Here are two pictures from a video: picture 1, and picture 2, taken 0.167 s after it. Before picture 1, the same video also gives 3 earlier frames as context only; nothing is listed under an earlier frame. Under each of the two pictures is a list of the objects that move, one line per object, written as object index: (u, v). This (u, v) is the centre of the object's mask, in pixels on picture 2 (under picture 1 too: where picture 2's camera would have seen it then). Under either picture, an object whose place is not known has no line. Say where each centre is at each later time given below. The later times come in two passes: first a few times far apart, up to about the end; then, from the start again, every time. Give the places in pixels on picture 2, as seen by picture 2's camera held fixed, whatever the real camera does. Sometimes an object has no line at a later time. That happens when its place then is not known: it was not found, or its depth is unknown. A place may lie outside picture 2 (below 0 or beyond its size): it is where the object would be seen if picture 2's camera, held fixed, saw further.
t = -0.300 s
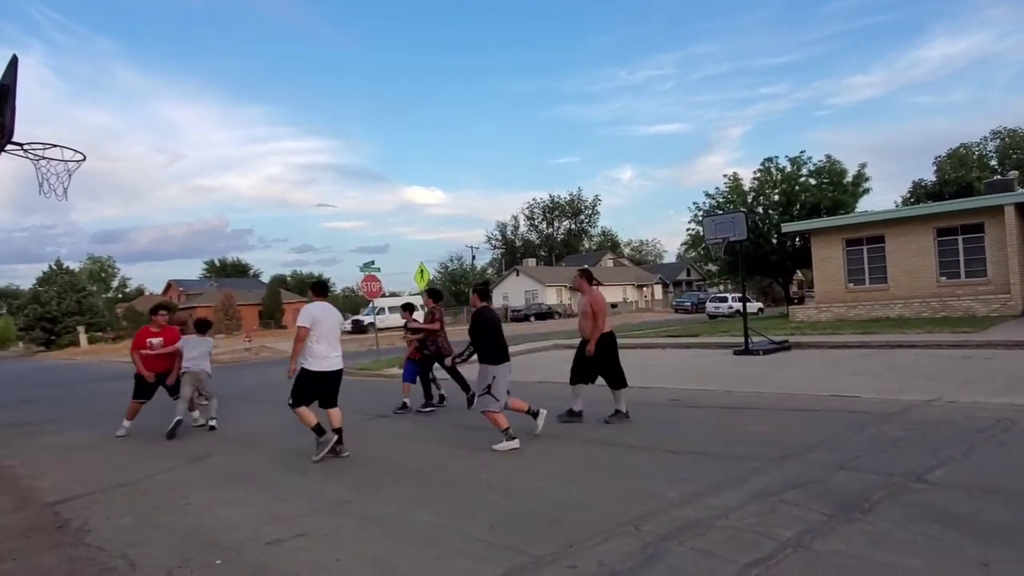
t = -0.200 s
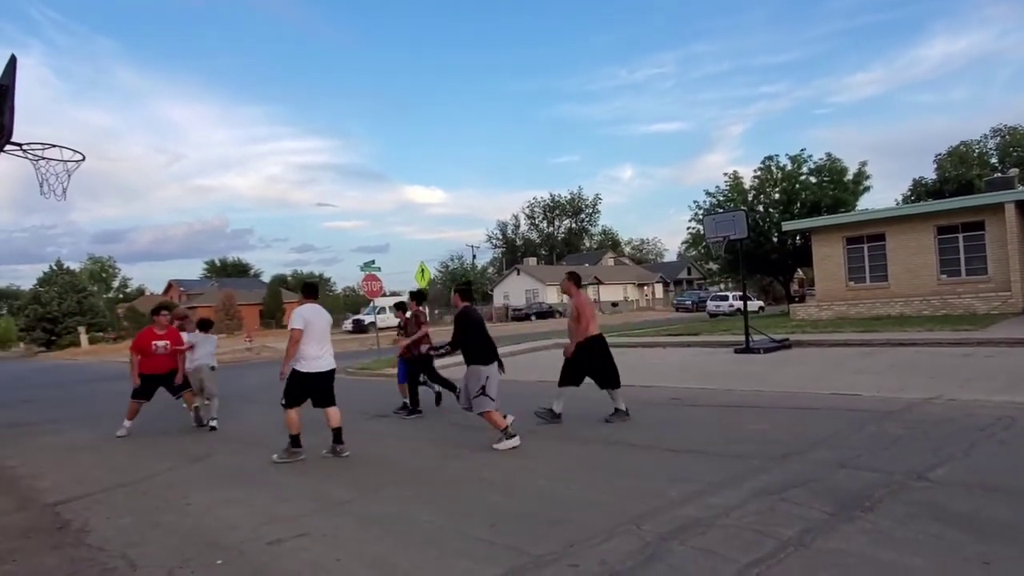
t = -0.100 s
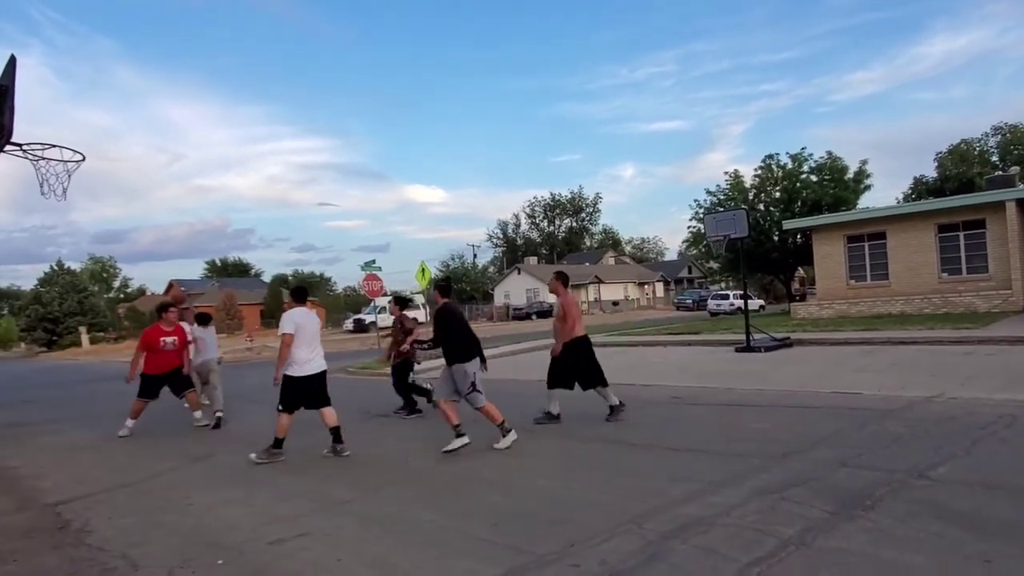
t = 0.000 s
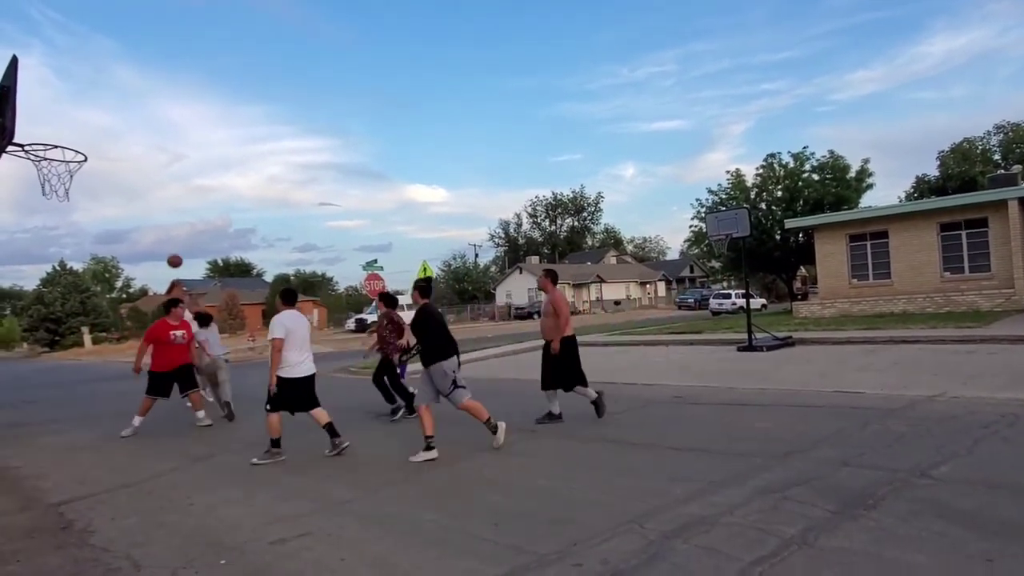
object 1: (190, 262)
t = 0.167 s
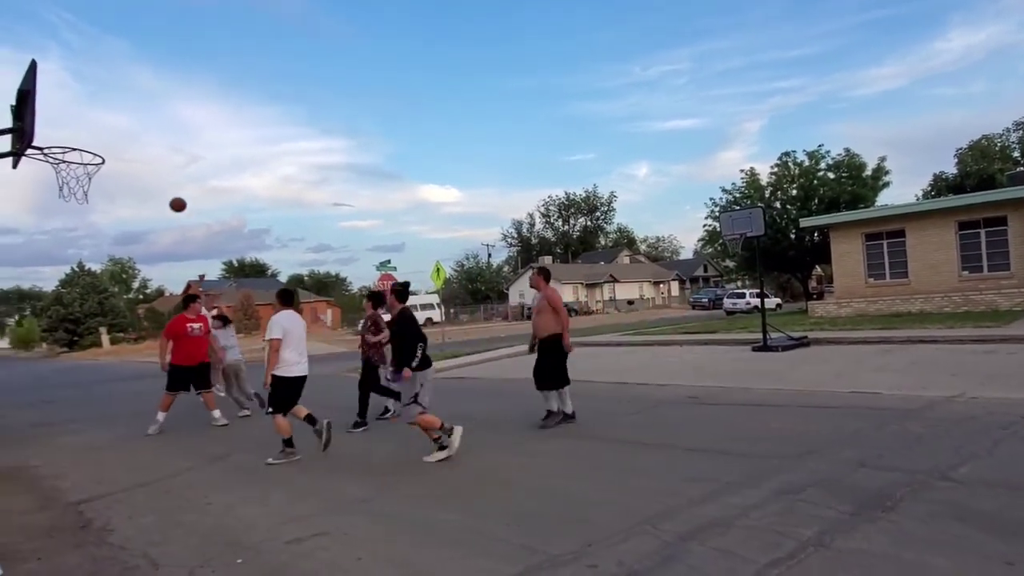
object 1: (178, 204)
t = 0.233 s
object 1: (172, 184)
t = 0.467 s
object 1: (155, 129)
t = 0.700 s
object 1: (135, 106)
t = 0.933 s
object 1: (110, 126)
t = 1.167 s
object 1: (101, 134)
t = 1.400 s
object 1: (109, 133)
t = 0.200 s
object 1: (175, 194)
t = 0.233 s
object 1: (172, 184)
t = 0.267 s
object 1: (170, 175)
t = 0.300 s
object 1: (167, 166)
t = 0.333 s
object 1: (164, 157)
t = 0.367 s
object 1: (162, 149)
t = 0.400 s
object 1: (159, 142)
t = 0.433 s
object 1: (157, 136)
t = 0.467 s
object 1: (155, 129)
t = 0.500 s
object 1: (152, 124)
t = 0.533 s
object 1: (149, 119)
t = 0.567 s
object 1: (146, 115)
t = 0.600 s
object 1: (144, 112)
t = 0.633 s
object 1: (141, 108)
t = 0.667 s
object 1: (138, 107)
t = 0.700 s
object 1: (135, 106)
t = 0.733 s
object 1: (131, 105)
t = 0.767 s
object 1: (128, 106)
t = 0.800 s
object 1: (125, 108)
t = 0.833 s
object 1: (121, 111)
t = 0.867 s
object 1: (118, 115)
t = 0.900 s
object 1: (114, 120)
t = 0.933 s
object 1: (110, 126)
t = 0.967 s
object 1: (106, 134)
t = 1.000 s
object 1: (102, 143)
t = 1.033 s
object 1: (98, 154)
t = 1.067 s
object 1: (98, 151)
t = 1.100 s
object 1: (99, 144)
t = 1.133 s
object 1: (100, 138)
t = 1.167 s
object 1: (101, 134)
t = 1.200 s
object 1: (102, 130)
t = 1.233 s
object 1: (103, 128)
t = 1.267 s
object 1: (104, 126)
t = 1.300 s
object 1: (105, 127)
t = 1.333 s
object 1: (106, 127)
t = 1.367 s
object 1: (107, 130)
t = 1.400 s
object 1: (109, 133)
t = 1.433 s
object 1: (110, 138)
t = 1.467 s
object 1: (111, 144)
